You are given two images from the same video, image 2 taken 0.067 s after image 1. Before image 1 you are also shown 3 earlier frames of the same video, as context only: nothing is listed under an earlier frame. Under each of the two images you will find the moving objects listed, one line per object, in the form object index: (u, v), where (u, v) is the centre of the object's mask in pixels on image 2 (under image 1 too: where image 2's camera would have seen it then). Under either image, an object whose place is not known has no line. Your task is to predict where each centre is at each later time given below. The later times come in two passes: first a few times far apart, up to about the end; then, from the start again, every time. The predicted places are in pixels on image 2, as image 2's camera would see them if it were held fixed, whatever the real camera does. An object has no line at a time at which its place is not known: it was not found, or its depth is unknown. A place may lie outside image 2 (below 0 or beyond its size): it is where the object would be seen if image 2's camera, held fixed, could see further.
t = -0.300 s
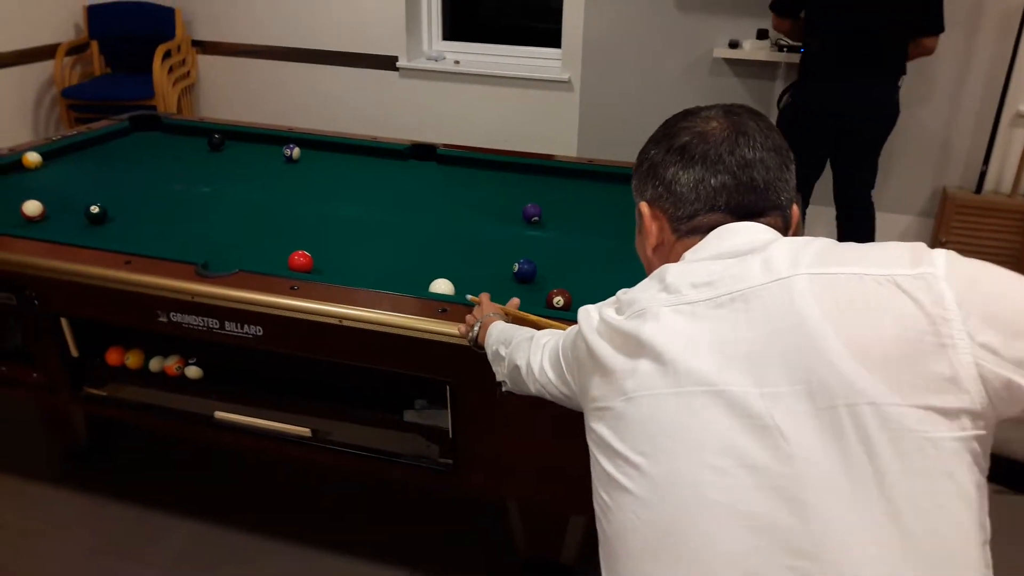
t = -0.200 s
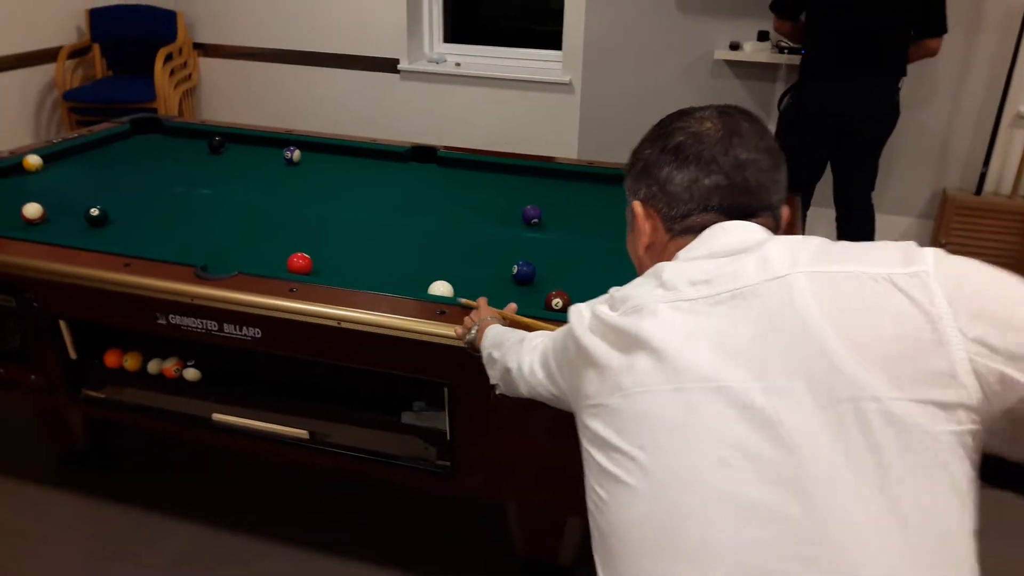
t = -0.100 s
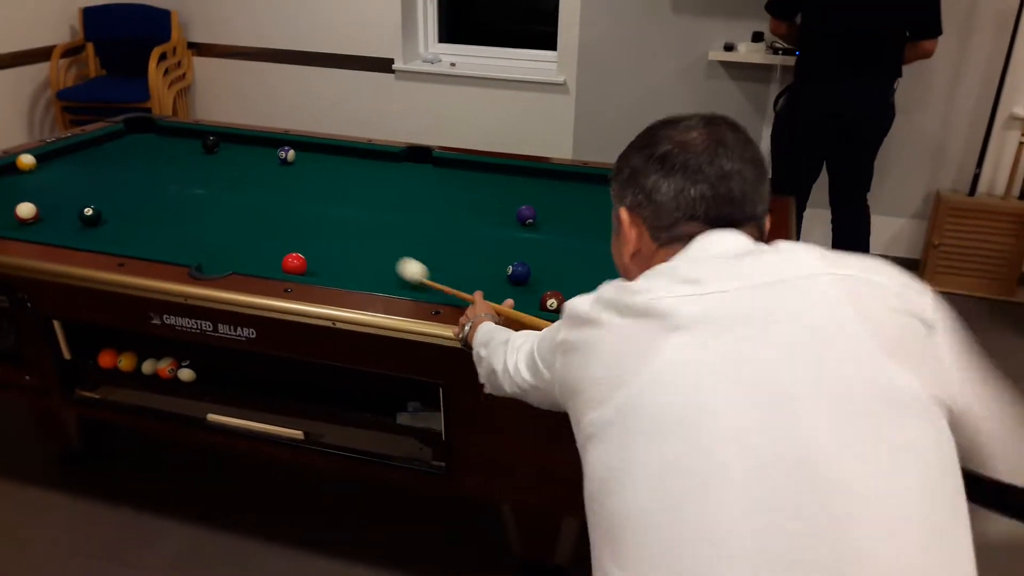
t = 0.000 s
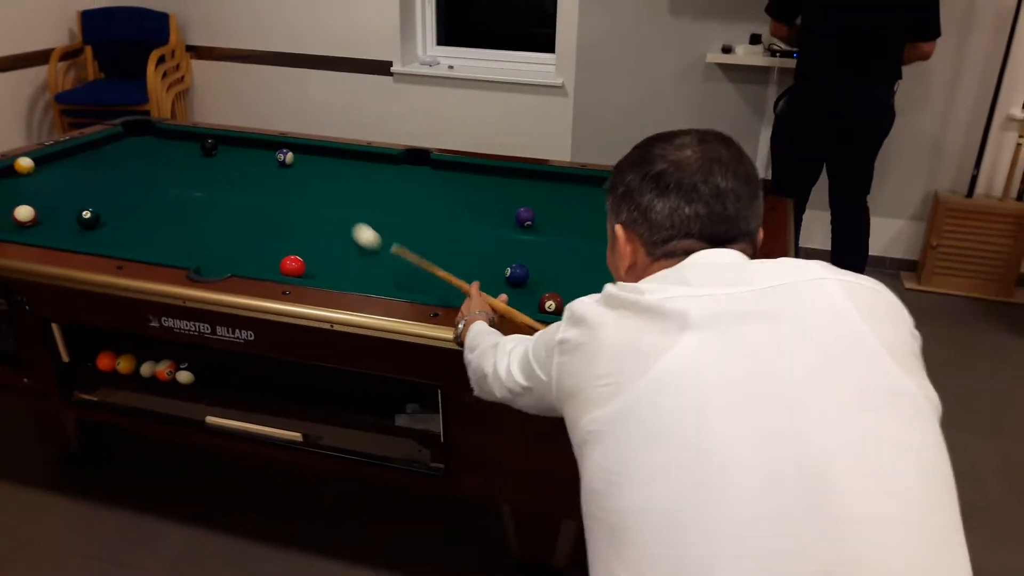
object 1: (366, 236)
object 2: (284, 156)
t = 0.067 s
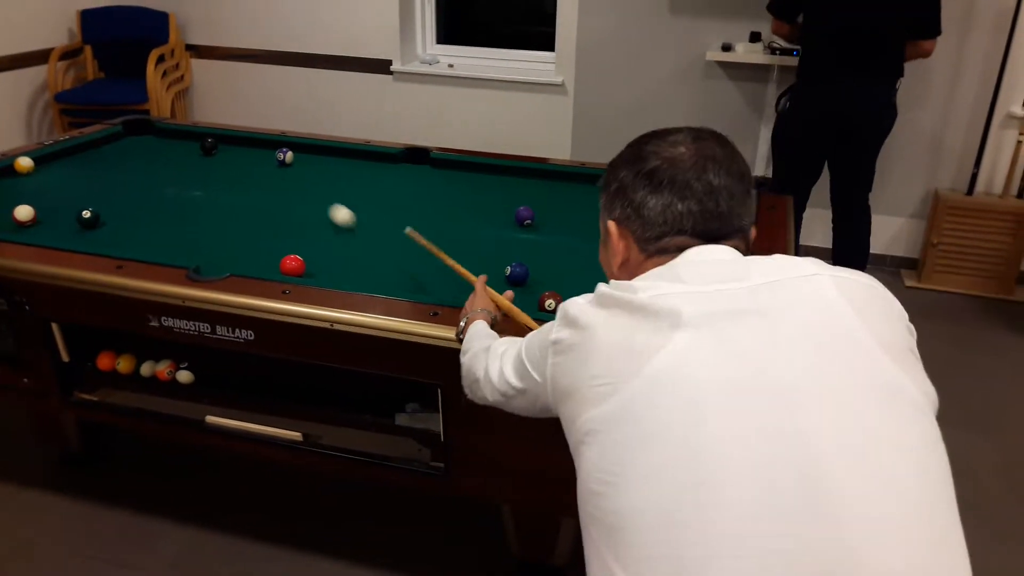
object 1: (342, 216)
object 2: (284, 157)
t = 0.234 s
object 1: (296, 178)
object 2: (284, 157)
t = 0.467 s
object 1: (222, 151)
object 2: (301, 148)
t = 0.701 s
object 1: (161, 151)
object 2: (275, 159)
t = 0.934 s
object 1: (101, 150)
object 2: (247, 171)
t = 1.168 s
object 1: (77, 154)
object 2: (215, 184)
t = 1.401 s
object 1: (90, 161)
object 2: (182, 197)
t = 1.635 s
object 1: (104, 169)
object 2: (148, 212)
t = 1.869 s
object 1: (118, 177)
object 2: (110, 228)
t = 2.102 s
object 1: (132, 185)
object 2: (77, 239)
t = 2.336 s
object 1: (147, 194)
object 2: (100, 231)
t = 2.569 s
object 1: (162, 202)
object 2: (122, 222)
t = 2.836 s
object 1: (180, 212)
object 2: (142, 213)
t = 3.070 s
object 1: (196, 221)
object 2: (160, 205)
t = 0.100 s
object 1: (331, 207)
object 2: (285, 156)
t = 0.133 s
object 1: (321, 199)
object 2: (285, 157)
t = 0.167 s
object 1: (312, 191)
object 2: (284, 157)
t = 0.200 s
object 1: (304, 184)
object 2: (284, 157)
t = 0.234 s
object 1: (296, 178)
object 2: (284, 157)
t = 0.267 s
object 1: (289, 172)
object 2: (284, 156)
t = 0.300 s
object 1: (282, 166)
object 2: (285, 154)
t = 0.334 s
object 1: (274, 160)
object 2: (287, 155)
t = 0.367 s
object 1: (261, 158)
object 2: (292, 153)
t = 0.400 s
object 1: (247, 156)
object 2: (298, 150)
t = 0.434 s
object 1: (234, 154)
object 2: (303, 147)
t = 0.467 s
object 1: (222, 151)
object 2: (301, 148)
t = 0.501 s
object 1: (211, 149)
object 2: (298, 151)
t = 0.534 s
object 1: (203, 150)
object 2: (294, 152)
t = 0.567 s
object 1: (194, 151)
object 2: (290, 153)
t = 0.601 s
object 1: (186, 151)
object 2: (286, 155)
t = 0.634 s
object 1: (178, 151)
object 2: (282, 156)
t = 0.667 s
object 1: (169, 151)
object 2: (280, 158)
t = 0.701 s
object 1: (161, 151)
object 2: (275, 159)
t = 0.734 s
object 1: (152, 151)
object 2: (271, 161)
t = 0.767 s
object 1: (144, 151)
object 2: (267, 164)
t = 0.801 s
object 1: (135, 151)
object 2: (262, 165)
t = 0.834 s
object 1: (127, 150)
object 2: (258, 166)
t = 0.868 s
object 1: (118, 150)
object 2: (254, 168)
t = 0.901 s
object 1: (110, 150)
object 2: (250, 170)
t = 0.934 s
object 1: (101, 150)
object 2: (247, 171)
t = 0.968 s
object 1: (93, 150)
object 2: (242, 173)
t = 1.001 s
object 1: (85, 150)
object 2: (237, 175)
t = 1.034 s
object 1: (76, 150)
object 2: (233, 177)
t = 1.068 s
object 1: (71, 150)
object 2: (229, 179)
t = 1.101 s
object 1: (73, 152)
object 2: (224, 180)
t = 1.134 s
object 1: (75, 153)
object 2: (219, 182)
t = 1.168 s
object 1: (77, 154)
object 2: (215, 184)
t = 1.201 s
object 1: (79, 155)
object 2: (212, 186)
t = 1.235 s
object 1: (81, 156)
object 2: (207, 187)
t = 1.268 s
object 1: (82, 157)
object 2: (202, 189)
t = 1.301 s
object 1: (84, 158)
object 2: (196, 192)
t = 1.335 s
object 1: (86, 159)
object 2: (193, 194)
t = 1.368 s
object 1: (88, 160)
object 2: (187, 195)
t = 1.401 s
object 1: (90, 161)
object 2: (182, 197)
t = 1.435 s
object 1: (92, 162)
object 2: (177, 199)
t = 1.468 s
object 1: (94, 163)
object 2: (173, 201)
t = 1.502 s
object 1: (96, 164)
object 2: (169, 203)
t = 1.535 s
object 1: (98, 166)
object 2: (165, 205)
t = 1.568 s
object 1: (100, 167)
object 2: (158, 207)
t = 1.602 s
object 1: (102, 168)
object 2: (152, 211)
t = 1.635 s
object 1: (104, 169)
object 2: (148, 212)
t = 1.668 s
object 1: (105, 170)
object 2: (142, 214)
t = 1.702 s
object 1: (107, 171)
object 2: (137, 216)
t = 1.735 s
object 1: (109, 172)
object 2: (132, 219)
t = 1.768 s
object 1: (112, 174)
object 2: (126, 221)
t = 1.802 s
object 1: (113, 175)
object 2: (122, 223)
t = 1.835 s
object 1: (115, 176)
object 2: (117, 225)
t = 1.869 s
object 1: (118, 177)
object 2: (110, 228)
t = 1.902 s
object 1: (120, 178)
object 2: (104, 230)
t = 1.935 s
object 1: (122, 180)
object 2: (99, 233)
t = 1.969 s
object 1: (124, 181)
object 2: (93, 235)
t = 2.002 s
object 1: (126, 182)
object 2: (87, 236)
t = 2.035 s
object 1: (128, 183)
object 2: (81, 238)
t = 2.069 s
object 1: (130, 184)
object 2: (76, 239)
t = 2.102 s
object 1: (132, 185)
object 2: (77, 239)
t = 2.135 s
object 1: (134, 186)
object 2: (80, 238)
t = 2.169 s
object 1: (136, 188)
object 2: (84, 237)
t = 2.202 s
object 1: (138, 189)
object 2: (87, 236)
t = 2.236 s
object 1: (141, 190)
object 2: (91, 235)
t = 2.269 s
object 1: (143, 191)
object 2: (94, 234)
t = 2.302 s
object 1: (145, 192)
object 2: (98, 233)
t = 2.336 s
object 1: (147, 194)
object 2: (100, 231)
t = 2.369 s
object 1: (149, 195)
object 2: (104, 230)
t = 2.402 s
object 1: (151, 196)
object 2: (107, 228)
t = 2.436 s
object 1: (153, 197)
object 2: (110, 226)
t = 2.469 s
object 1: (155, 198)
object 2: (114, 224)
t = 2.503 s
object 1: (158, 200)
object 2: (118, 224)
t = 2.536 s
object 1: (160, 201)
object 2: (119, 223)
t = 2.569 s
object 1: (162, 202)
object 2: (122, 222)
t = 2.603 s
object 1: (164, 203)
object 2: (124, 220)
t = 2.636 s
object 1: (167, 205)
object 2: (127, 220)
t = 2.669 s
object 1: (169, 206)
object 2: (129, 218)
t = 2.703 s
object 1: (171, 207)
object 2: (132, 217)
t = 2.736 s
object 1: (174, 209)
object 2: (135, 216)
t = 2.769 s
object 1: (176, 210)
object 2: (137, 215)
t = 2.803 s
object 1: (178, 211)
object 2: (140, 214)
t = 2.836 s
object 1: (180, 212)
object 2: (142, 213)
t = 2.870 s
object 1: (182, 214)
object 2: (146, 212)
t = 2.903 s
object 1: (185, 215)
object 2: (148, 211)
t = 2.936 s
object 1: (187, 216)
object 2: (150, 210)
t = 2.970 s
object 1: (189, 217)
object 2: (152, 208)
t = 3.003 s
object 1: (192, 218)
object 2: (155, 207)
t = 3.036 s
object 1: (194, 220)
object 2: (157, 206)
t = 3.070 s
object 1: (196, 221)
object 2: (160, 205)
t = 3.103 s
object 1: (198, 222)
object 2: (162, 204)
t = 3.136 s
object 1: (201, 224)
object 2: (165, 203)
